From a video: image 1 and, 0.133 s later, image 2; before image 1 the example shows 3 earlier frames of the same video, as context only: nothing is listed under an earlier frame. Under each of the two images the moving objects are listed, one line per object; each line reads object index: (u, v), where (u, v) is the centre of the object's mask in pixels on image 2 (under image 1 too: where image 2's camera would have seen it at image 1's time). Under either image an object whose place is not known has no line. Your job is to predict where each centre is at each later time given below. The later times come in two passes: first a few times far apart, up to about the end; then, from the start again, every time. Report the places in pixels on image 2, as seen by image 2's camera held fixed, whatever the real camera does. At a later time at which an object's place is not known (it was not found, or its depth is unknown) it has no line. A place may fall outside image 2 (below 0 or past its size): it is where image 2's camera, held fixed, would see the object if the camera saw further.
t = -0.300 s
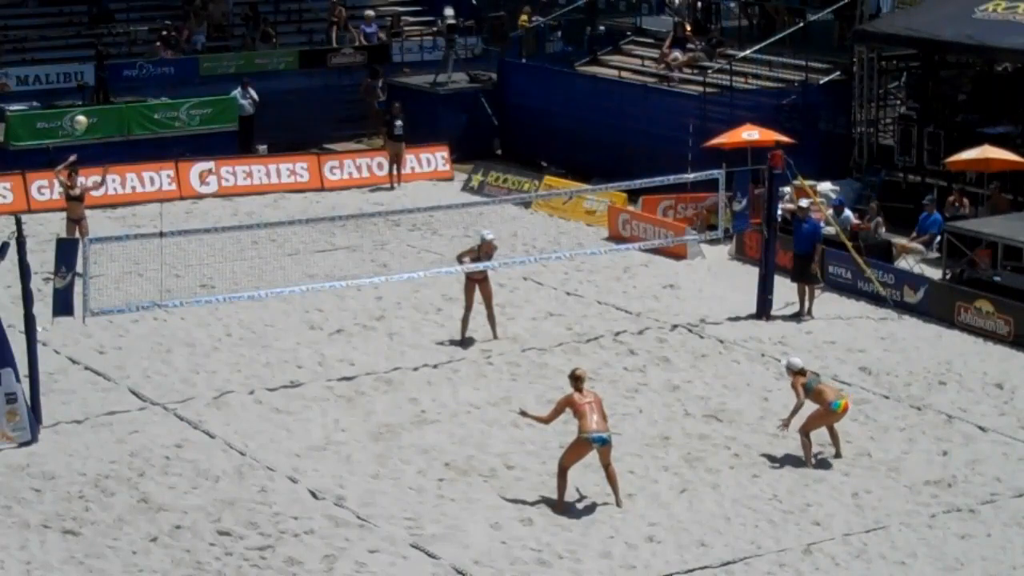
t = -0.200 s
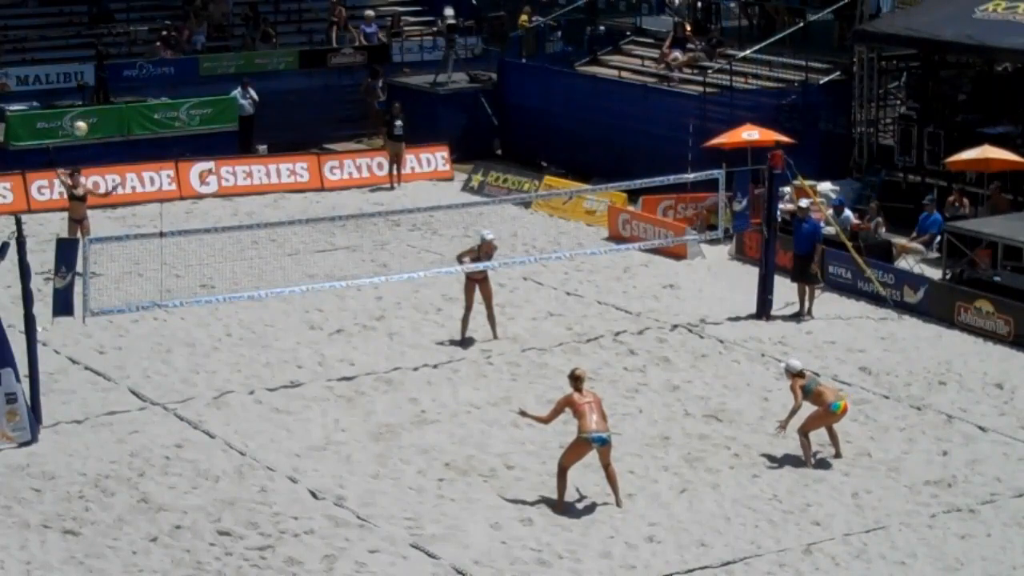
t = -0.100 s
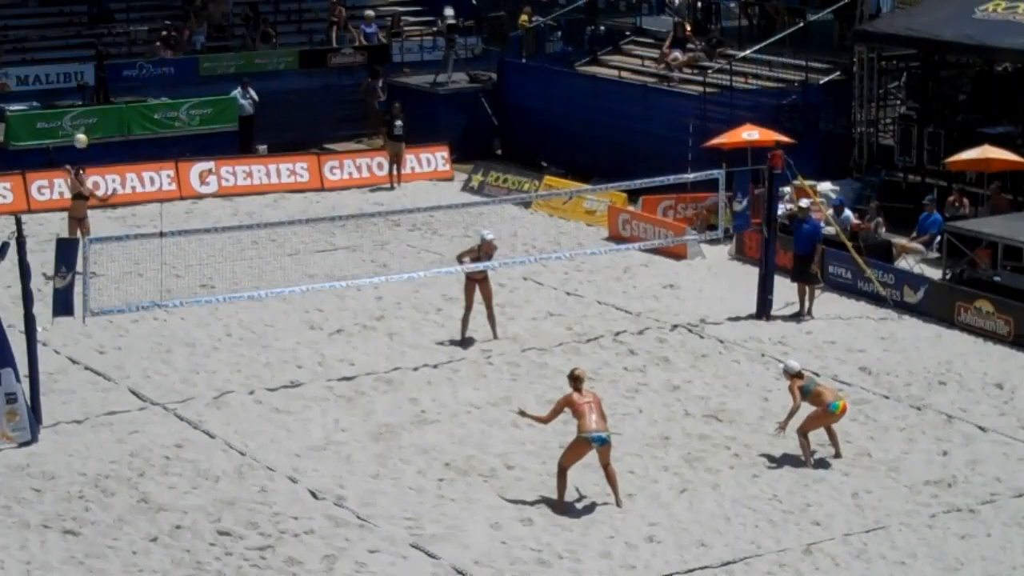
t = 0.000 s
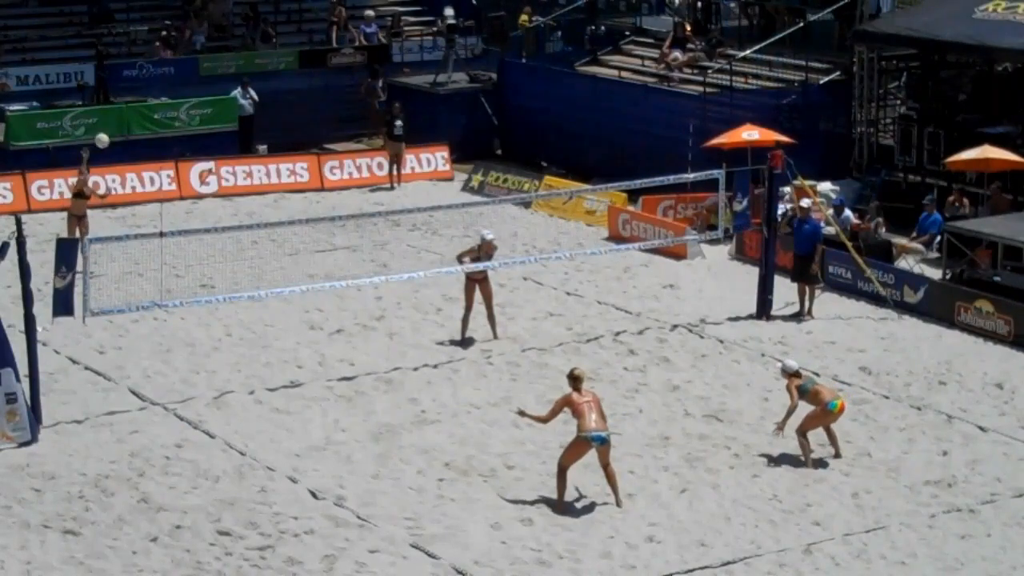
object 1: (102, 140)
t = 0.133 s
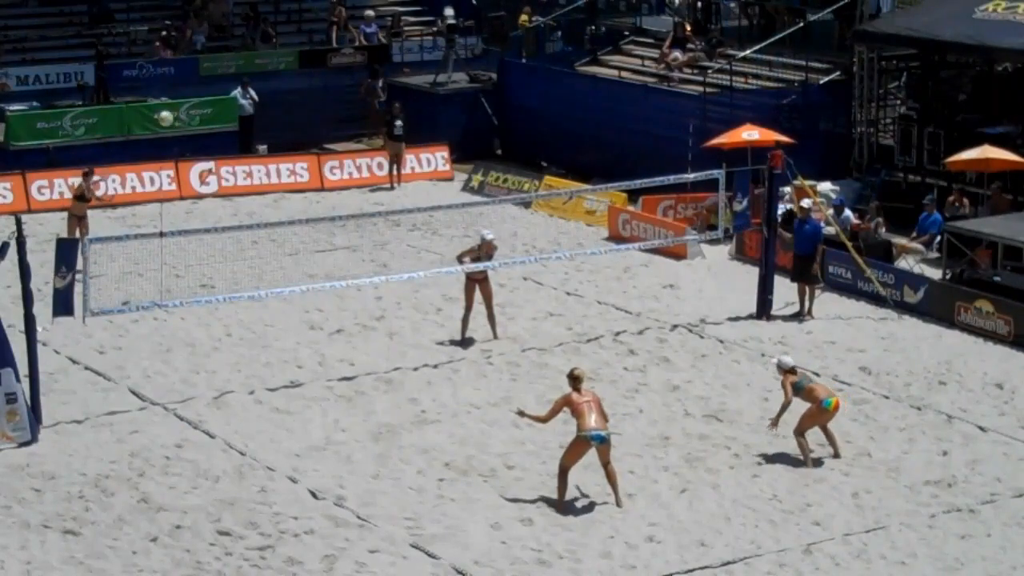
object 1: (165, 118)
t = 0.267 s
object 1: (232, 104)
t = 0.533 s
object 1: (374, 103)
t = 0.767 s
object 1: (506, 140)
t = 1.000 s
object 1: (647, 214)
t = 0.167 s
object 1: (182, 114)
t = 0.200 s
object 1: (198, 110)
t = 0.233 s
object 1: (215, 106)
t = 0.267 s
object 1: (232, 104)
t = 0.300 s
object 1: (250, 101)
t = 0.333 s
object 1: (266, 99)
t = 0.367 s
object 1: (284, 98)
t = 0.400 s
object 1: (301, 98)
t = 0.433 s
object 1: (319, 98)
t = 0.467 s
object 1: (337, 99)
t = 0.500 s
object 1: (356, 100)
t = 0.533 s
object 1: (374, 103)
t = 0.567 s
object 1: (392, 106)
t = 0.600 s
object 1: (412, 110)
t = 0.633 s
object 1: (430, 115)
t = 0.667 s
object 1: (449, 120)
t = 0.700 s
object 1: (468, 126)
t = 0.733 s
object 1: (487, 133)
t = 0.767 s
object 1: (506, 140)
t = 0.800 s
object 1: (526, 148)
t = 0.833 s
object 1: (546, 157)
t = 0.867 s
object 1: (566, 167)
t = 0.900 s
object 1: (586, 177)
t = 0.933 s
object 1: (606, 187)
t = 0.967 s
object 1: (628, 200)
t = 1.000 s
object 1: (647, 214)
